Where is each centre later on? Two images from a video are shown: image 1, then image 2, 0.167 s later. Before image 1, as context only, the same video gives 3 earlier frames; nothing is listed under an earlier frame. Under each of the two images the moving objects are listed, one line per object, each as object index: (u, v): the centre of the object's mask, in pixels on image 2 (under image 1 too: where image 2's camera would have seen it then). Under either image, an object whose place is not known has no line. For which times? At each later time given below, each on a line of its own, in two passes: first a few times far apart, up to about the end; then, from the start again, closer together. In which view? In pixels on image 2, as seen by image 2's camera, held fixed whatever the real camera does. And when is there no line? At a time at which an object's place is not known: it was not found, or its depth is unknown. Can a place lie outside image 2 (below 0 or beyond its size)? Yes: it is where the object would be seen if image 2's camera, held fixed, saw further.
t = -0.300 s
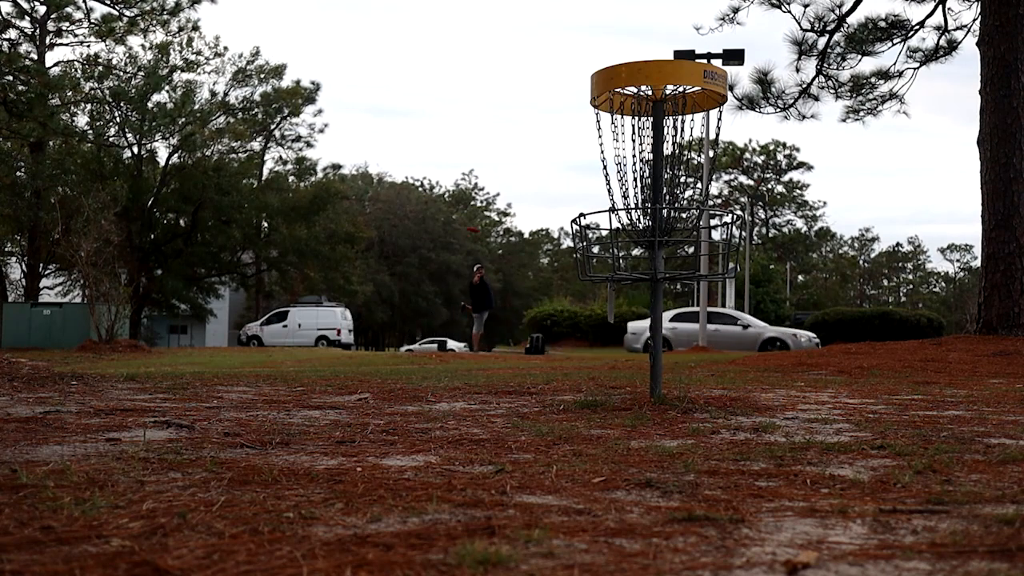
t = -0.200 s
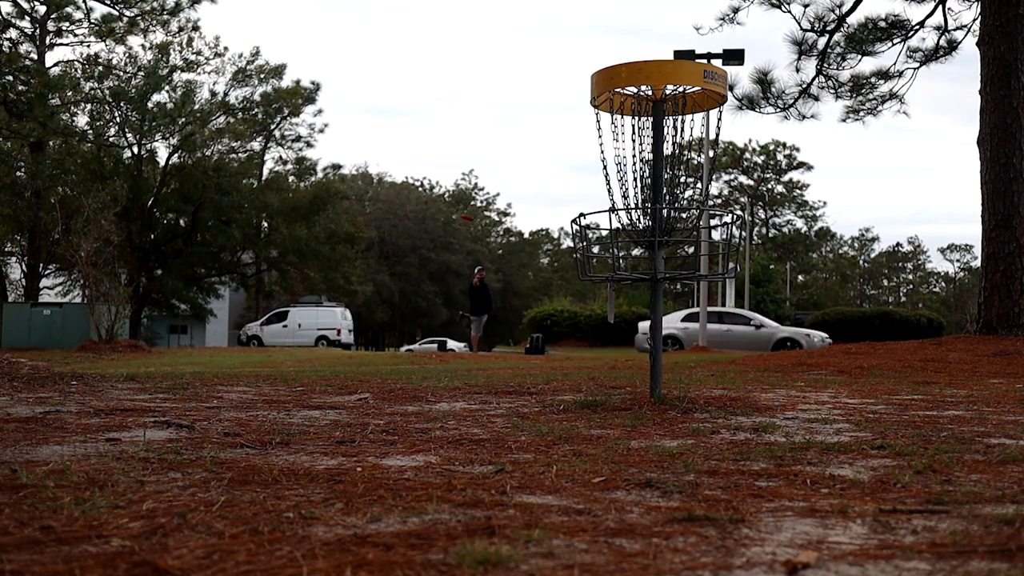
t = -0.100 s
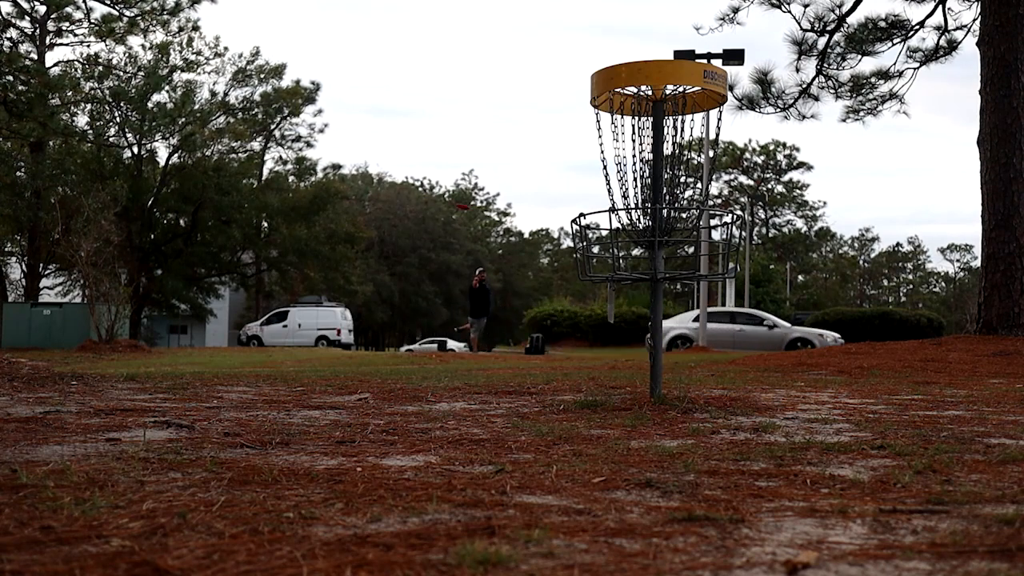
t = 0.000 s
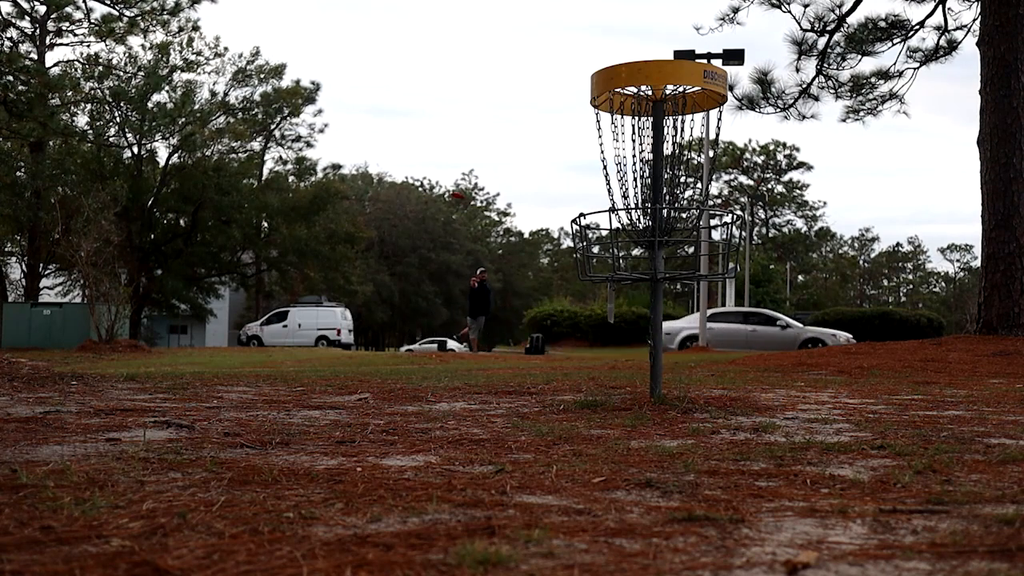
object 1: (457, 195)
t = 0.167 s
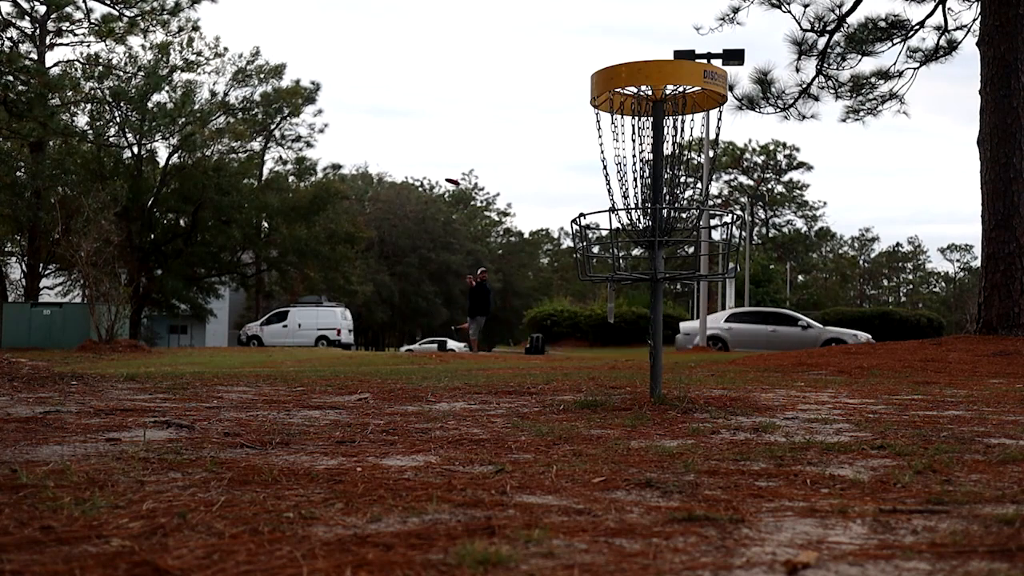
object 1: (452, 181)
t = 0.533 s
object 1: (446, 179)
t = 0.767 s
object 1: (457, 200)
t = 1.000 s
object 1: (505, 252)
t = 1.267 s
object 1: (674, 387)
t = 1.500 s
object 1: (780, 354)
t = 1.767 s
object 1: (878, 389)
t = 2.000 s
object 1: (940, 396)
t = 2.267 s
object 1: (982, 391)
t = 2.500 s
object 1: (979, 401)
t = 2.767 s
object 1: (974, 408)
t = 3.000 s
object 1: (974, 408)
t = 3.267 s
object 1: (974, 408)
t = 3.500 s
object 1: (974, 408)
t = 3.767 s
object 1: (974, 408)
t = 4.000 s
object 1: (974, 408)
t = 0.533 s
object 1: (446, 179)
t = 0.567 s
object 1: (446, 180)
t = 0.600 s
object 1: (446, 183)
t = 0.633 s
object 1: (447, 185)
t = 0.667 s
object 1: (450, 189)
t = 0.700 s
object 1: (452, 192)
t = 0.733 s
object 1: (454, 196)
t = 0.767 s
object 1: (457, 200)
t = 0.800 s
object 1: (461, 205)
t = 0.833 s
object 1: (466, 211)
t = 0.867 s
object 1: (471, 218)
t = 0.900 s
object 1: (477, 225)
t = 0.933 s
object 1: (485, 233)
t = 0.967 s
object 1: (494, 242)
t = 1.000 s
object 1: (505, 252)
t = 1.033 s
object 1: (516, 262)
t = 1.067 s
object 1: (531, 274)
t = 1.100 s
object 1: (547, 288)
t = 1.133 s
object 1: (566, 304)
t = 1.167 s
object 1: (587, 322)
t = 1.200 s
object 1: (612, 342)
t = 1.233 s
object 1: (635, 363)
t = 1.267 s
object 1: (674, 387)
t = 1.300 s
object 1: (695, 382)
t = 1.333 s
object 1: (709, 375)
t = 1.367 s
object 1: (723, 366)
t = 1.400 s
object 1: (737, 359)
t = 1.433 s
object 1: (752, 355)
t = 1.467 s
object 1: (766, 353)
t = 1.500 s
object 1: (780, 354)
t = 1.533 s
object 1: (795, 358)
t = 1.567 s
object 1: (810, 365)
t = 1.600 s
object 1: (825, 374)
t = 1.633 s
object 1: (839, 385)
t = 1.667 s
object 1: (851, 394)
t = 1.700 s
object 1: (862, 396)
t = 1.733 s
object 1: (870, 392)
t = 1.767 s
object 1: (878, 389)
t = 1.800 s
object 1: (886, 388)
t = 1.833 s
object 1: (894, 389)
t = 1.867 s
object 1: (902, 392)
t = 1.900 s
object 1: (910, 397)
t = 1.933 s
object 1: (920, 399)
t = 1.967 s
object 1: (930, 398)
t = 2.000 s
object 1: (940, 396)
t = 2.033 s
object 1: (949, 393)
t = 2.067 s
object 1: (957, 392)
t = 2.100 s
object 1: (964, 390)
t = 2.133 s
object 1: (969, 389)
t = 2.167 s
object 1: (974, 389)
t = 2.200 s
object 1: (977, 389)
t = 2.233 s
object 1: (980, 389)
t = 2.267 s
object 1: (982, 391)
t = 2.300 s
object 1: (984, 393)
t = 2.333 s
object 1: (985, 397)
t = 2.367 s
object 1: (985, 403)
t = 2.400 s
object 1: (986, 405)
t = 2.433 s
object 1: (983, 404)
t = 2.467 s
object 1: (981, 401)
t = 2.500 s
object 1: (979, 401)
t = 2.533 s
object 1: (977, 402)
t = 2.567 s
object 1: (975, 405)
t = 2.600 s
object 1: (975, 408)
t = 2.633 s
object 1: (974, 407)
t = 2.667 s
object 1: (974, 408)
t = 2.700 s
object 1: (974, 408)
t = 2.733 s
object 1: (974, 408)
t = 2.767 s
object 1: (974, 408)
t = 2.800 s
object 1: (974, 408)
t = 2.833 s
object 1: (974, 408)
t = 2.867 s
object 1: (974, 408)
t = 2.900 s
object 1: (974, 408)
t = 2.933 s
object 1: (974, 408)
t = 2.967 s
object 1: (974, 408)
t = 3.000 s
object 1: (974, 408)
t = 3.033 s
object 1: (974, 408)
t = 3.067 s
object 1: (974, 408)
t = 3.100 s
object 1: (974, 408)
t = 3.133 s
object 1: (974, 408)
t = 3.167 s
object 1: (974, 408)
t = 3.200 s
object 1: (974, 408)
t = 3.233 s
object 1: (974, 408)
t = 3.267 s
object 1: (974, 408)
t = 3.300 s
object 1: (974, 408)
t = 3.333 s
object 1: (974, 408)
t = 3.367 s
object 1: (974, 408)
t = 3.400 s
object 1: (974, 408)
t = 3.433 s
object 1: (974, 408)
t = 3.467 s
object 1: (974, 408)
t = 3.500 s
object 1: (974, 408)
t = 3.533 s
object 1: (974, 408)
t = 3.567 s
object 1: (974, 408)
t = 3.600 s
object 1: (974, 408)
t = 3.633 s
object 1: (974, 408)
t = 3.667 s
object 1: (974, 408)
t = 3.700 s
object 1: (974, 408)
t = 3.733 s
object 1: (974, 408)
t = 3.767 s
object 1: (974, 408)
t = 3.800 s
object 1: (974, 408)
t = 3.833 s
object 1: (974, 408)
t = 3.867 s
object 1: (974, 408)
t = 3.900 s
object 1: (974, 408)
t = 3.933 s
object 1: (974, 408)
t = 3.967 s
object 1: (974, 408)
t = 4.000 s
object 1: (974, 408)
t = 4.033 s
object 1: (974, 408)
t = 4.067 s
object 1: (974, 408)
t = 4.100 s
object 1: (974, 408)
